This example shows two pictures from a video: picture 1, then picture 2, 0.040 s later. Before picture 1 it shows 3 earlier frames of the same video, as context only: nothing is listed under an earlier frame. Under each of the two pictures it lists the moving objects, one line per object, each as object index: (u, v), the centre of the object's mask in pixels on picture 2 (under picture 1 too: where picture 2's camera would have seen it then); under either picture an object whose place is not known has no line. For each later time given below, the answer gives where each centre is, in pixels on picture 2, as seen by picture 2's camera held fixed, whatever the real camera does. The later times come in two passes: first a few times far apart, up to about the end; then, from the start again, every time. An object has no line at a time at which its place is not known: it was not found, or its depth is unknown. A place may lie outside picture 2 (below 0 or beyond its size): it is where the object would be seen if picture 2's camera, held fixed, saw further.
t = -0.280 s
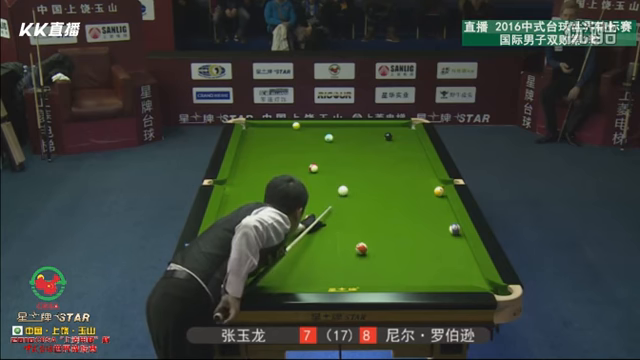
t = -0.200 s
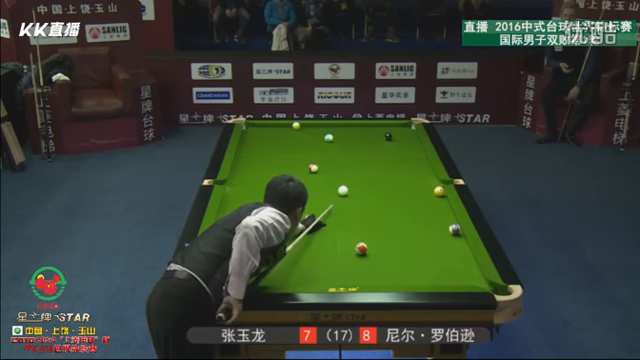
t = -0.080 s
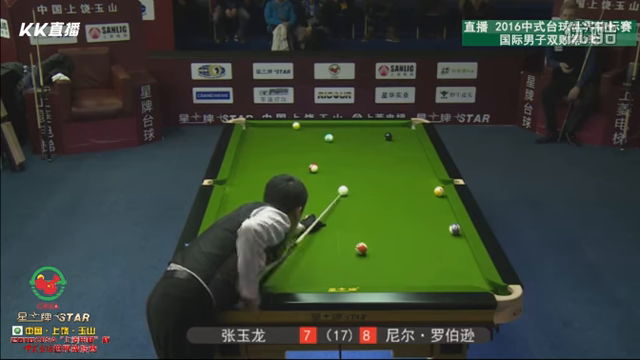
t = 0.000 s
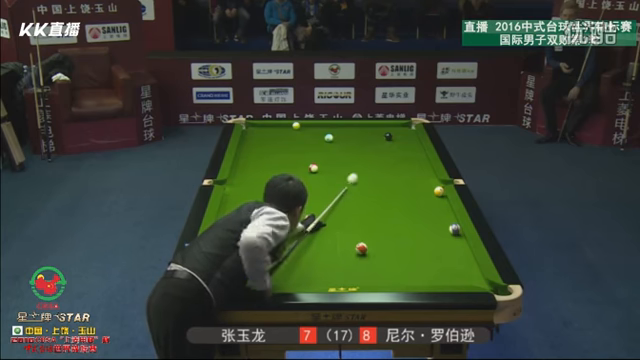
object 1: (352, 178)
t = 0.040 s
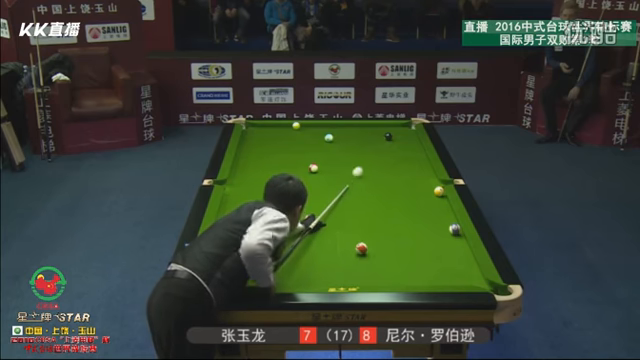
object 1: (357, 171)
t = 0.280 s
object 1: (381, 141)
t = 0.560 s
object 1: (369, 134)
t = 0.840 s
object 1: (354, 132)
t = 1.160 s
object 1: (339, 128)
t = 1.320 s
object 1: (332, 126)
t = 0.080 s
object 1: (362, 165)
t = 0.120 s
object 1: (366, 160)
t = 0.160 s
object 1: (370, 155)
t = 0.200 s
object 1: (374, 150)
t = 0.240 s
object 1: (378, 145)
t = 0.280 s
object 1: (381, 141)
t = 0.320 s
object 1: (383, 138)
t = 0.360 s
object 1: (380, 137)
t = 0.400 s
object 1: (378, 137)
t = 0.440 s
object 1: (376, 136)
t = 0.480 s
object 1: (373, 135)
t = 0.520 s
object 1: (371, 135)
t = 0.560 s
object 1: (369, 134)
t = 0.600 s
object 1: (367, 134)
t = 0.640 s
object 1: (365, 134)
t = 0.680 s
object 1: (363, 133)
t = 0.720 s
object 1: (360, 133)
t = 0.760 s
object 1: (358, 132)
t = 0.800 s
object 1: (356, 132)
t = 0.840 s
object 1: (354, 132)
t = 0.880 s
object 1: (352, 131)
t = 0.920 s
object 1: (350, 131)
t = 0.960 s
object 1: (348, 130)
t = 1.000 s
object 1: (346, 130)
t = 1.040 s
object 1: (344, 129)
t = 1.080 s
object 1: (342, 129)
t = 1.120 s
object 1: (340, 128)
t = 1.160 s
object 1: (339, 128)
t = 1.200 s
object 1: (337, 128)
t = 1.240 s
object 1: (335, 127)
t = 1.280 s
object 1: (333, 127)
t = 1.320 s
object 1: (332, 126)
